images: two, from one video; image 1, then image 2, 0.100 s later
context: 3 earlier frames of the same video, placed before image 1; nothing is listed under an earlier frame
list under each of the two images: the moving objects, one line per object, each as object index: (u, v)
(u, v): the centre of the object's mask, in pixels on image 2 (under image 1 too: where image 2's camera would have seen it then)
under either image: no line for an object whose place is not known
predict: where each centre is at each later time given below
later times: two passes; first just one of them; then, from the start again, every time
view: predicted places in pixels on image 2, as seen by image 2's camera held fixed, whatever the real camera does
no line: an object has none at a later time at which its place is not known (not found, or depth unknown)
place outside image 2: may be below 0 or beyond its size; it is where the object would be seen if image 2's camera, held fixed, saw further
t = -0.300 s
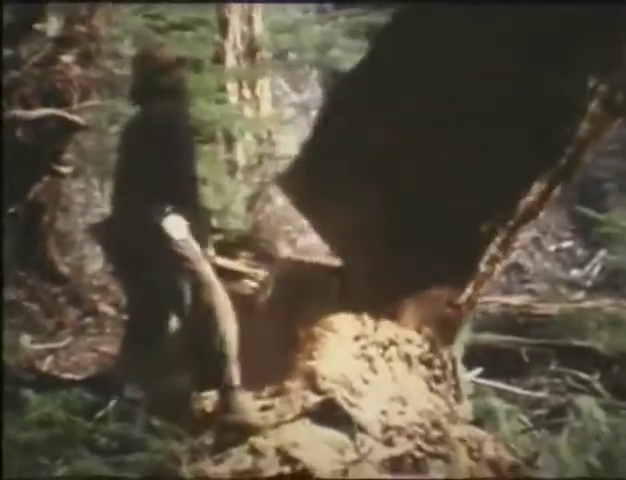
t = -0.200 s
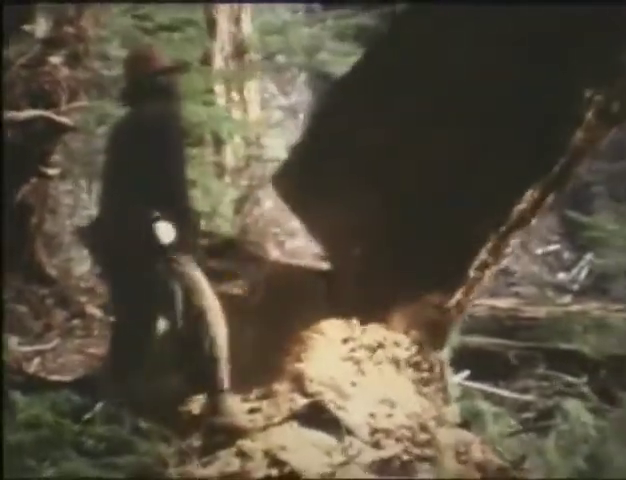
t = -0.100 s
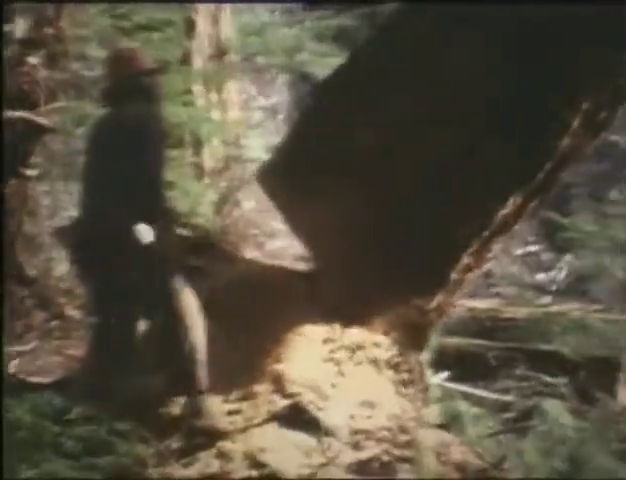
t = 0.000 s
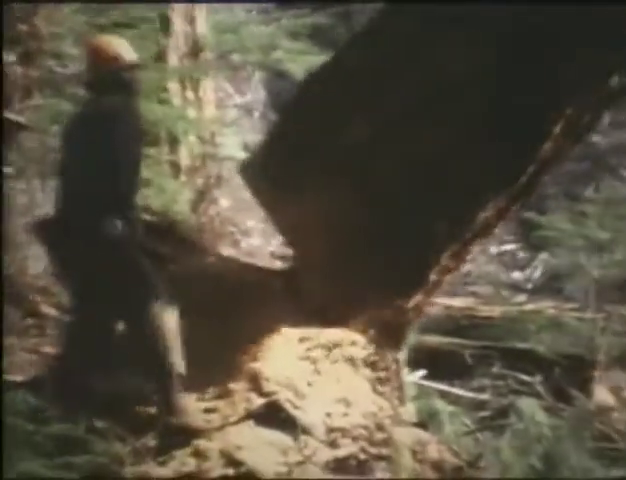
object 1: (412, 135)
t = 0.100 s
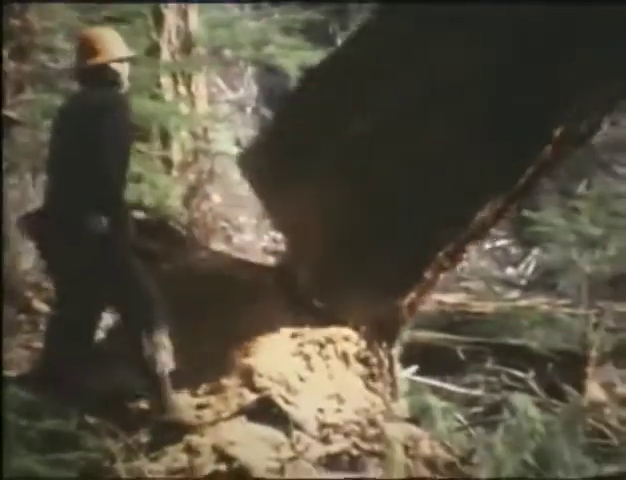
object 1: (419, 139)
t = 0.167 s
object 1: (430, 138)
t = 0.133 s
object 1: (425, 138)
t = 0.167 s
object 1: (430, 138)
